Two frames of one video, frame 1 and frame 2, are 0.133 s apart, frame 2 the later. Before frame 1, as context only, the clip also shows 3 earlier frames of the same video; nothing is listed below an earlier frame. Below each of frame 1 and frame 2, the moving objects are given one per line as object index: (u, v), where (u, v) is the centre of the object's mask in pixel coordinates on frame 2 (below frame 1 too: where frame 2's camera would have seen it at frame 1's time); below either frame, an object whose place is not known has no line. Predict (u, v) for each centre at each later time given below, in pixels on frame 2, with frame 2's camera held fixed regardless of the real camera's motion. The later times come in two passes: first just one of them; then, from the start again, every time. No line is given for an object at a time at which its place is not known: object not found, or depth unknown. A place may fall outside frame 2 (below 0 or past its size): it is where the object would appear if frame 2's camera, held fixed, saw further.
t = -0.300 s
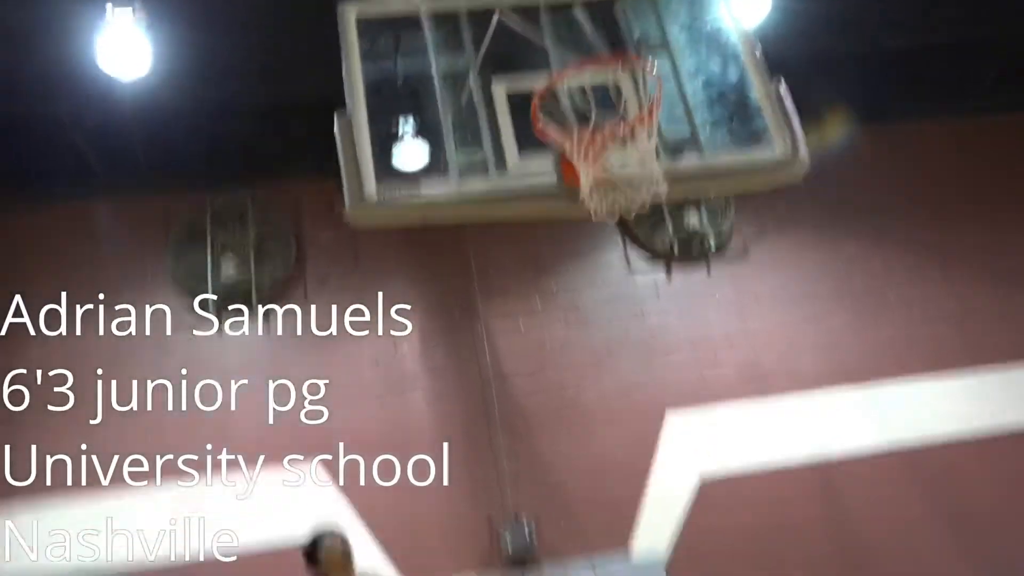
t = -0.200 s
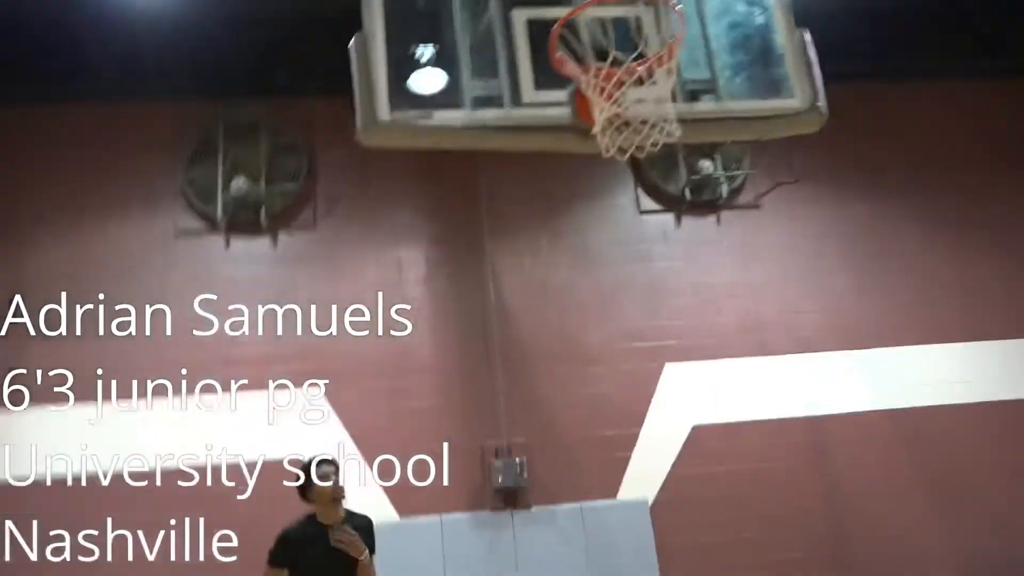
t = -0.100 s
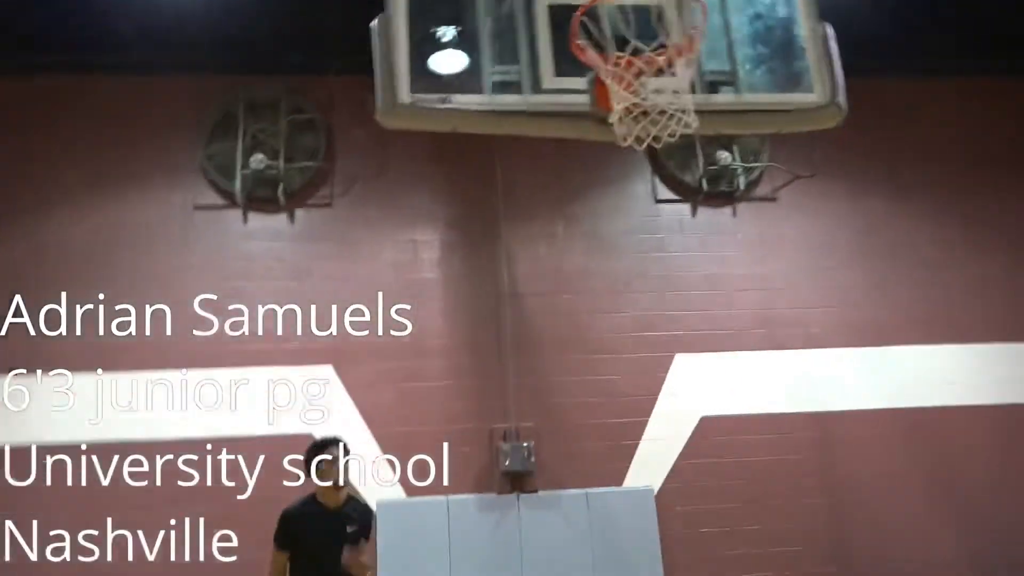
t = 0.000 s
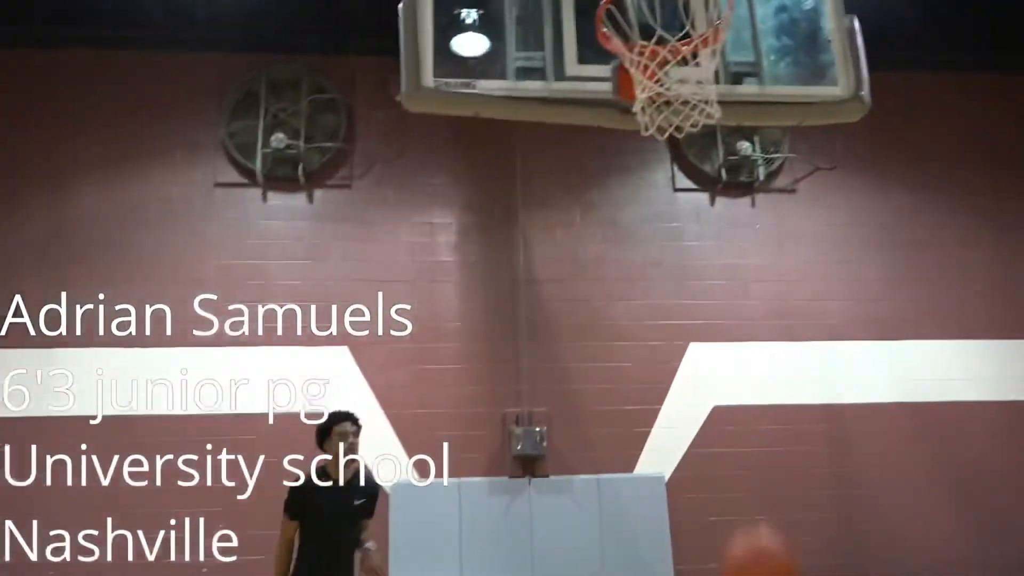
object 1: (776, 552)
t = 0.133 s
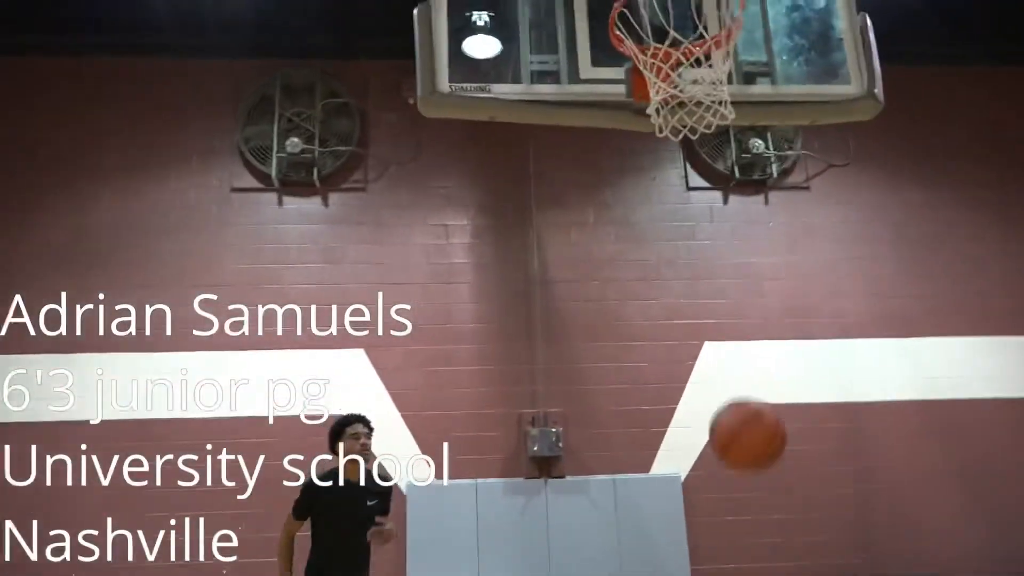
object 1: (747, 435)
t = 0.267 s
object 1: (728, 360)
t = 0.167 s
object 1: (742, 411)
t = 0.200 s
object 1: (737, 391)
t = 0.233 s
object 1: (732, 374)
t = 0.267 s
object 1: (728, 360)
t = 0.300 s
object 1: (724, 350)
